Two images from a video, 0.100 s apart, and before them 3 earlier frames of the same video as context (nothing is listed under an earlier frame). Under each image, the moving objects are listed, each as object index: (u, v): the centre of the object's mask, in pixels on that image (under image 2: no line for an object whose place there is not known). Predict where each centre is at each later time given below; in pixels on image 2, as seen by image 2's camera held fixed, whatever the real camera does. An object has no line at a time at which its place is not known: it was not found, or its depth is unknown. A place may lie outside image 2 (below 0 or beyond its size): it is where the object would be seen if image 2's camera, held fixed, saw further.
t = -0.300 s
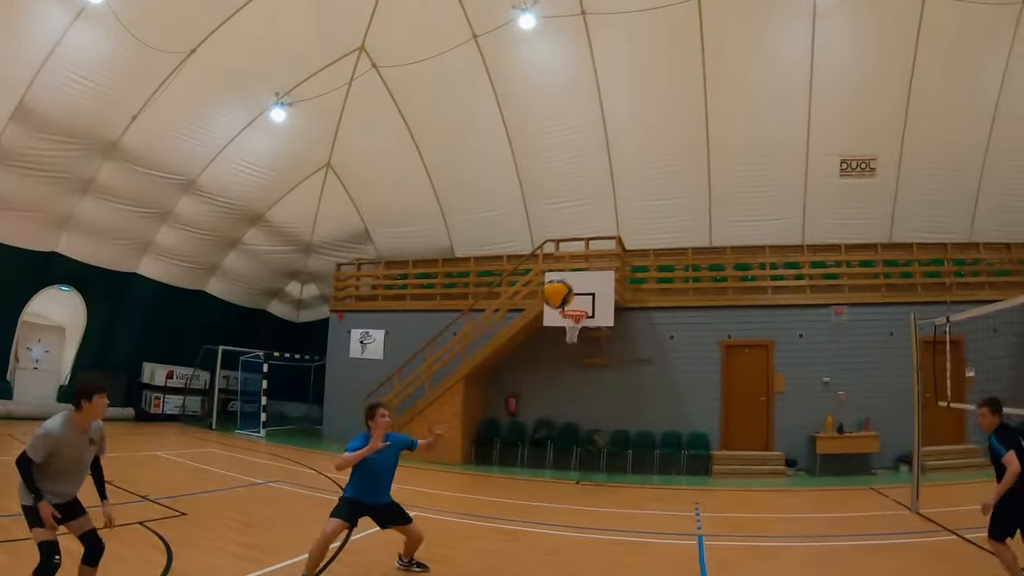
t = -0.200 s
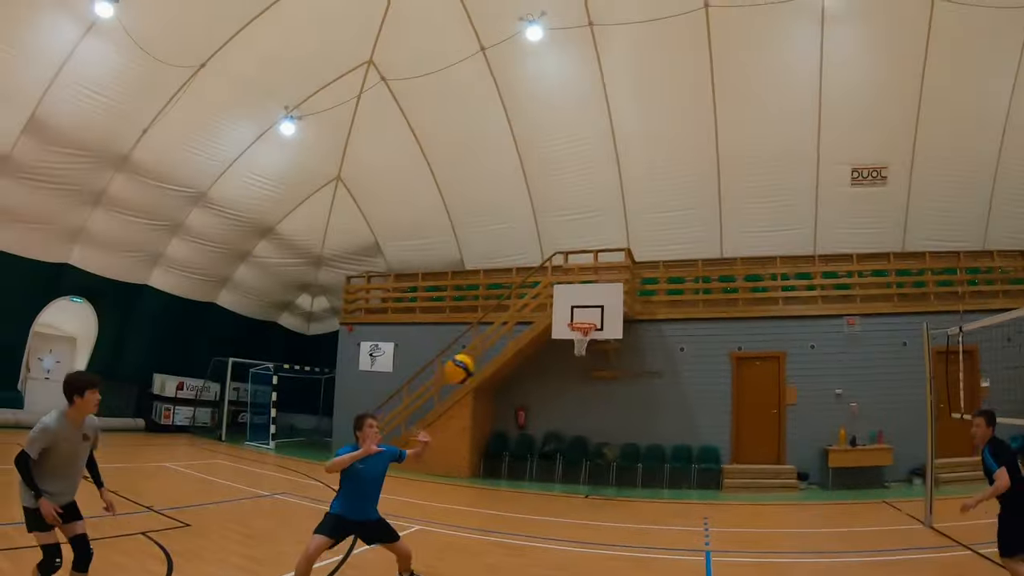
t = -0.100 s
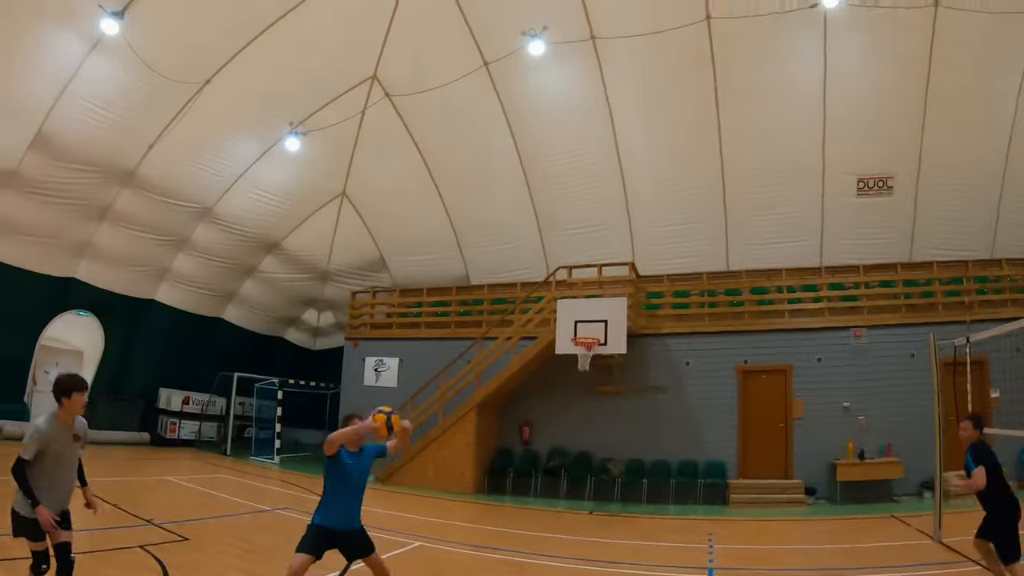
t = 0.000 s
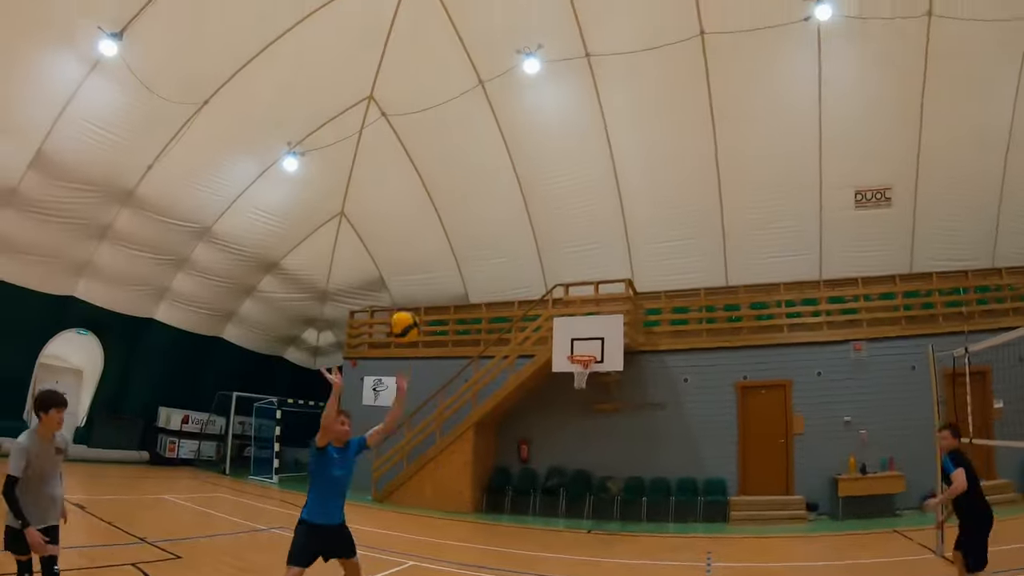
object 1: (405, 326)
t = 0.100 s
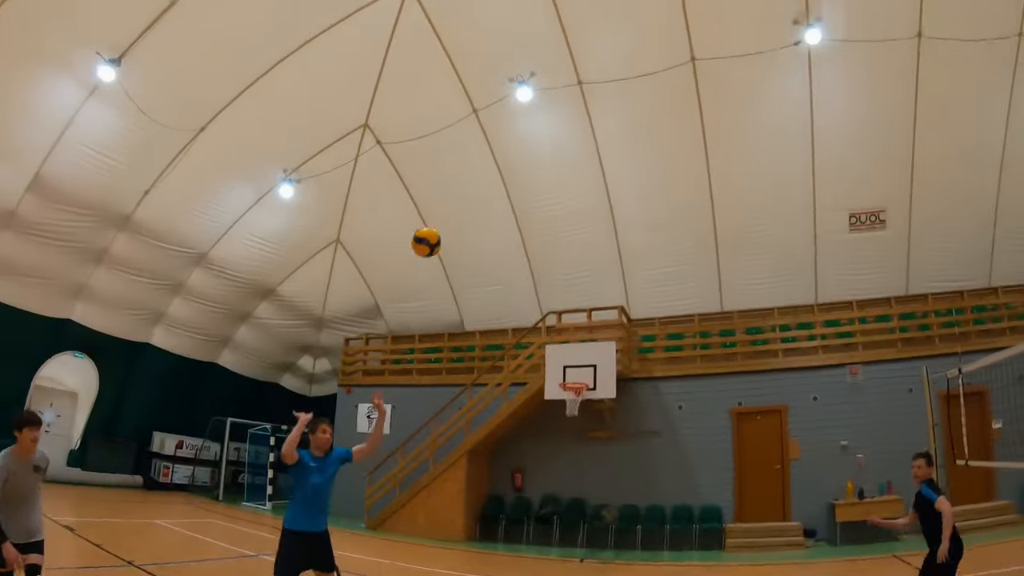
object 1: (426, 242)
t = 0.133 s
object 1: (435, 210)
